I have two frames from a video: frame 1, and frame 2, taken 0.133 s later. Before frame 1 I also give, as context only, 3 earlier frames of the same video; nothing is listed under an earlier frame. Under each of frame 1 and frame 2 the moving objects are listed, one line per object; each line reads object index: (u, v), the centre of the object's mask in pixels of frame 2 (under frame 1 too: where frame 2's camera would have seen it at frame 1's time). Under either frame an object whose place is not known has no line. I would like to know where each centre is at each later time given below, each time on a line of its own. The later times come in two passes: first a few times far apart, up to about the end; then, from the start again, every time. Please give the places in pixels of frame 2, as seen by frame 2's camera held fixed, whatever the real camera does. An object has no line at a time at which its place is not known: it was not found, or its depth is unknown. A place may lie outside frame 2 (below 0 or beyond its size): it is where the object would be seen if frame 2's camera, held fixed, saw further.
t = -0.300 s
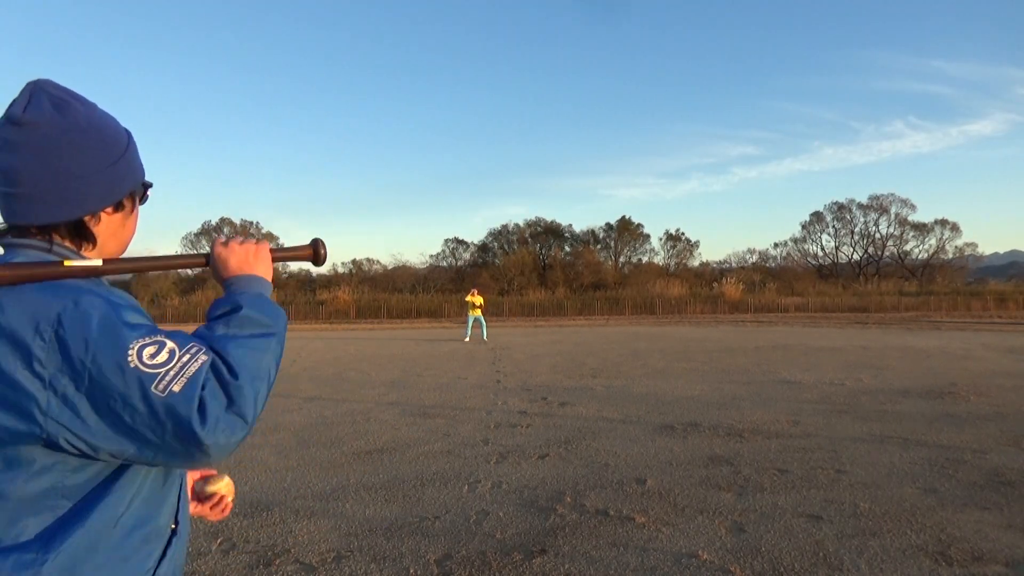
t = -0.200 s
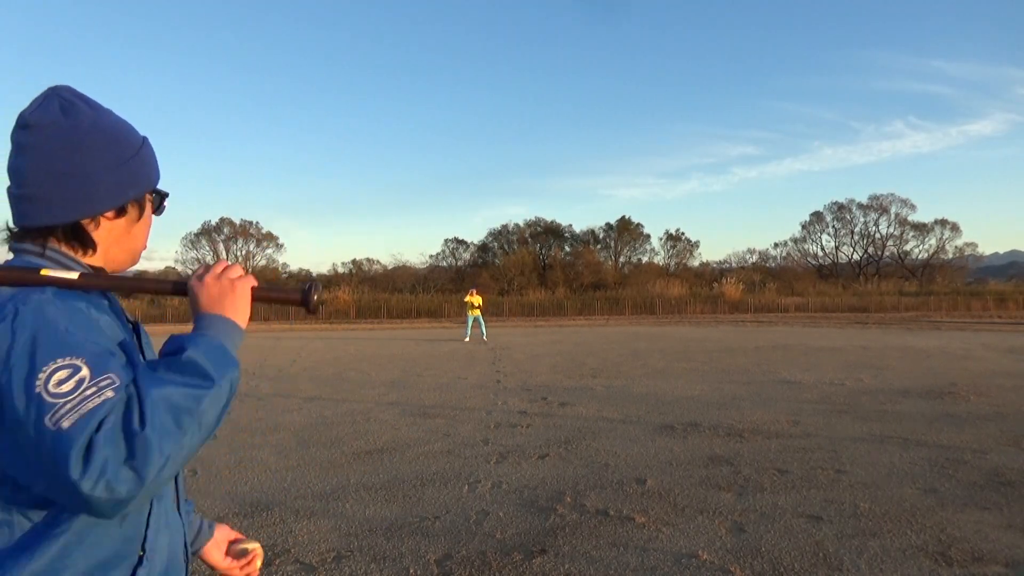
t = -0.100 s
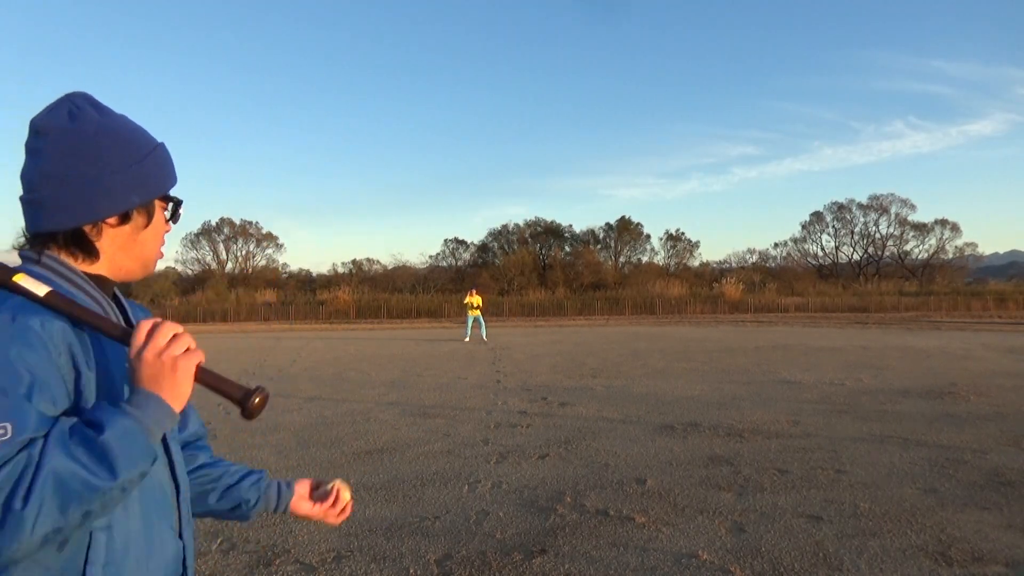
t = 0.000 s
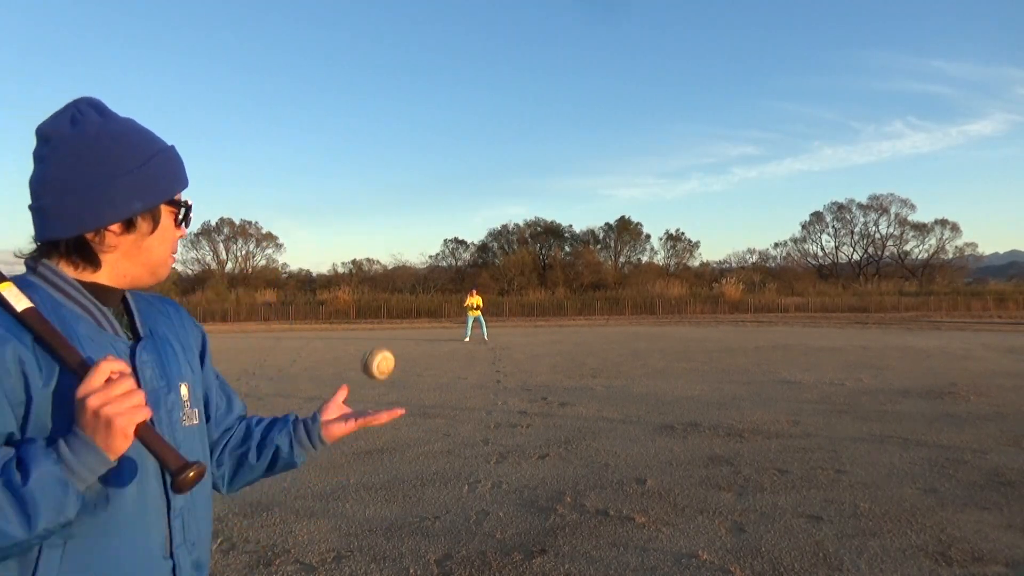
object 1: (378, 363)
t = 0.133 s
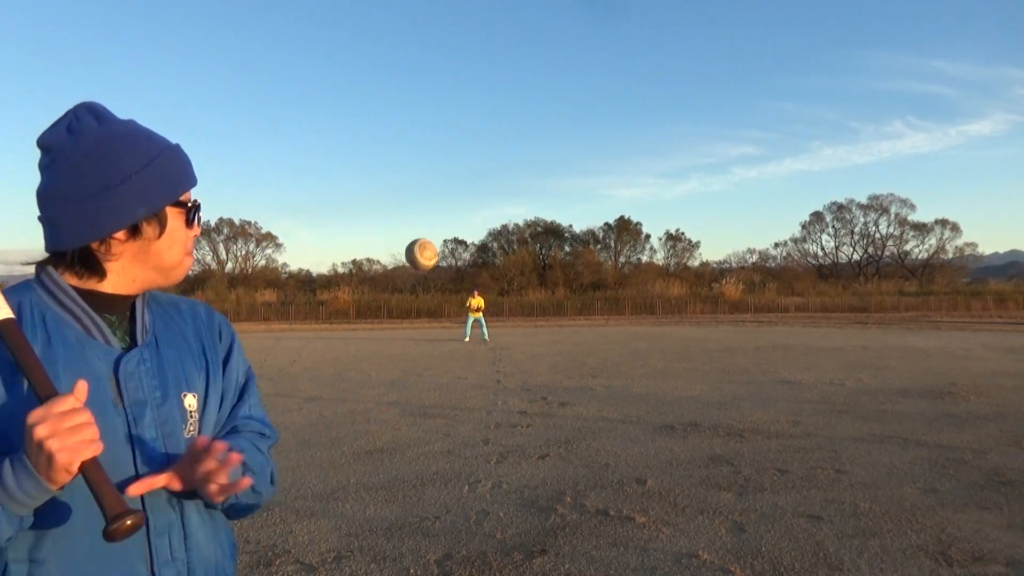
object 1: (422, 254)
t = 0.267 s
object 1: (466, 224)
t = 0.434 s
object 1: (527, 301)
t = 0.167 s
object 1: (432, 239)
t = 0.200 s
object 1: (444, 229)
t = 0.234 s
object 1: (455, 224)
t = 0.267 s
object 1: (466, 224)
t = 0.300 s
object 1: (478, 229)
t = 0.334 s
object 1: (490, 239)
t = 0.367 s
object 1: (502, 254)
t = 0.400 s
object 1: (514, 275)
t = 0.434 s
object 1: (527, 301)
